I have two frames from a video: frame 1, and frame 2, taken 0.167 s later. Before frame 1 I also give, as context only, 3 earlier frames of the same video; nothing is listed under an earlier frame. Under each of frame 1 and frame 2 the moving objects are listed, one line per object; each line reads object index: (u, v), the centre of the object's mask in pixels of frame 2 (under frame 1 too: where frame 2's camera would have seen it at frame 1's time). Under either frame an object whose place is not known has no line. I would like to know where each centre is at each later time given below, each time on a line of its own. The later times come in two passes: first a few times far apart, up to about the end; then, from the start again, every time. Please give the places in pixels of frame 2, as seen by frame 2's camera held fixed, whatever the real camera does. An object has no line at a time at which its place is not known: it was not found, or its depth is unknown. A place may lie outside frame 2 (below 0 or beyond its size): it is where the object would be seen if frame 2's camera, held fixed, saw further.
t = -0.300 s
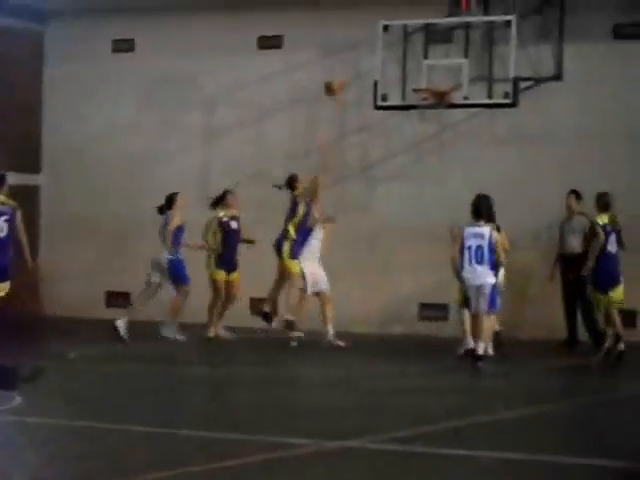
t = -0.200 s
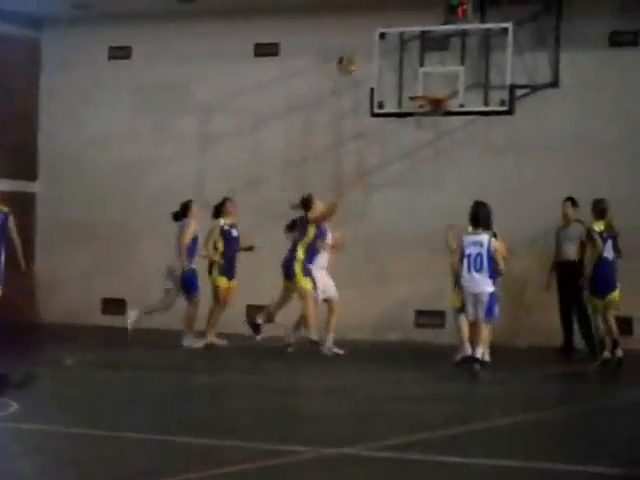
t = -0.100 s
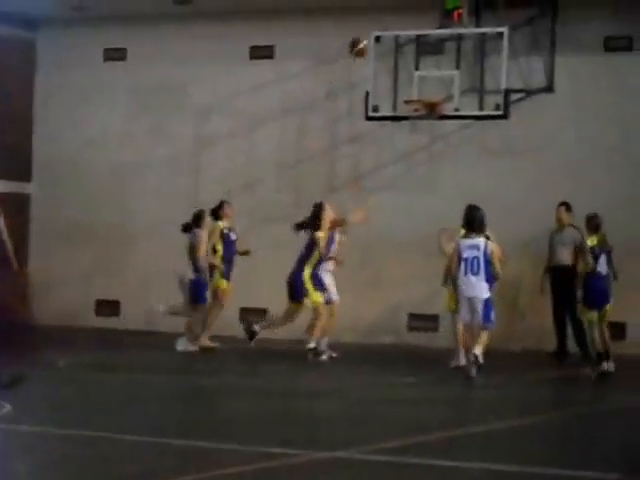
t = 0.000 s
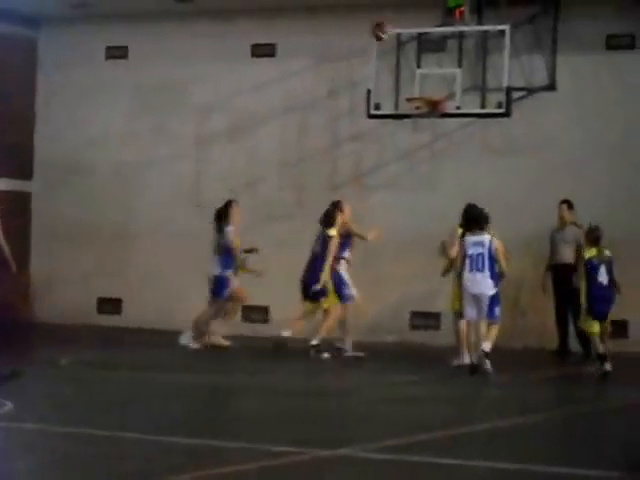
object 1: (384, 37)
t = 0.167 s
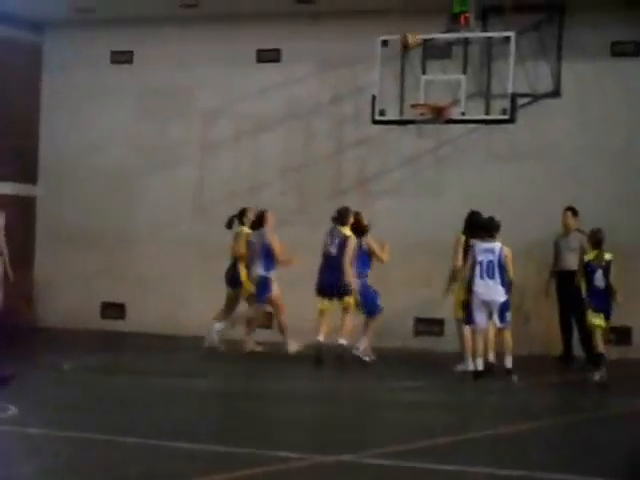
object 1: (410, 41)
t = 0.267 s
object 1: (424, 50)
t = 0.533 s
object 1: (435, 99)
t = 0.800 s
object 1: (417, 137)
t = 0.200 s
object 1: (415, 43)
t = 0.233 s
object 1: (421, 47)
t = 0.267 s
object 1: (424, 50)
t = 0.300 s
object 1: (427, 55)
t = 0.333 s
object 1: (433, 65)
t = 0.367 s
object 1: (436, 72)
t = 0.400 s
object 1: (440, 81)
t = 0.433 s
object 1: (440, 88)
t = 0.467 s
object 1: (439, 93)
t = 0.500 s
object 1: (437, 96)
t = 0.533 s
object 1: (435, 99)
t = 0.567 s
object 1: (429, 100)
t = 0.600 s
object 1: (429, 111)
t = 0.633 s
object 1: (425, 114)
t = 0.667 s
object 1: (423, 119)
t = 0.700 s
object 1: (422, 121)
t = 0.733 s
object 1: (420, 124)
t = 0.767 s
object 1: (420, 127)
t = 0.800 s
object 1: (417, 137)
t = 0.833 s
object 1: (418, 146)
